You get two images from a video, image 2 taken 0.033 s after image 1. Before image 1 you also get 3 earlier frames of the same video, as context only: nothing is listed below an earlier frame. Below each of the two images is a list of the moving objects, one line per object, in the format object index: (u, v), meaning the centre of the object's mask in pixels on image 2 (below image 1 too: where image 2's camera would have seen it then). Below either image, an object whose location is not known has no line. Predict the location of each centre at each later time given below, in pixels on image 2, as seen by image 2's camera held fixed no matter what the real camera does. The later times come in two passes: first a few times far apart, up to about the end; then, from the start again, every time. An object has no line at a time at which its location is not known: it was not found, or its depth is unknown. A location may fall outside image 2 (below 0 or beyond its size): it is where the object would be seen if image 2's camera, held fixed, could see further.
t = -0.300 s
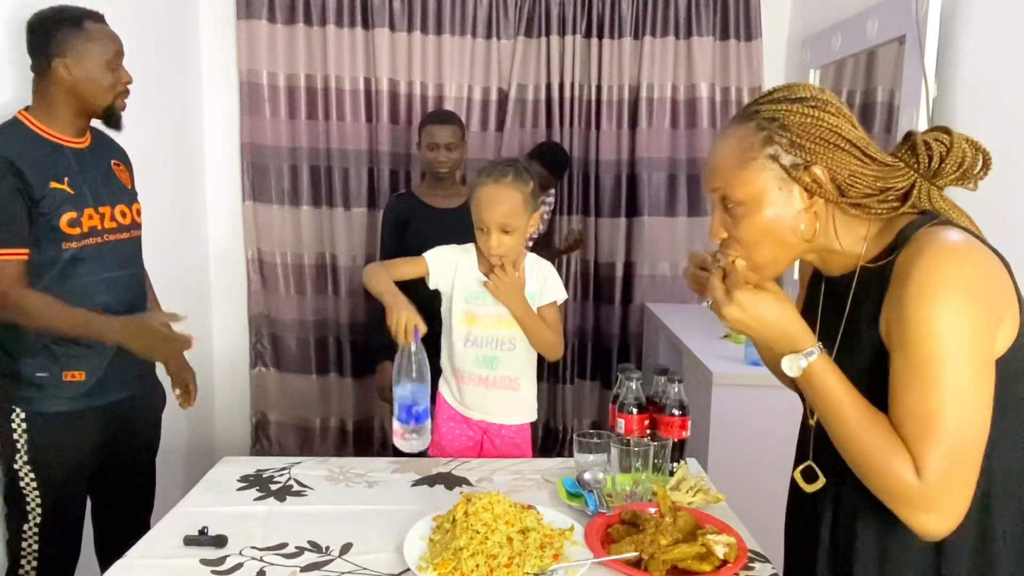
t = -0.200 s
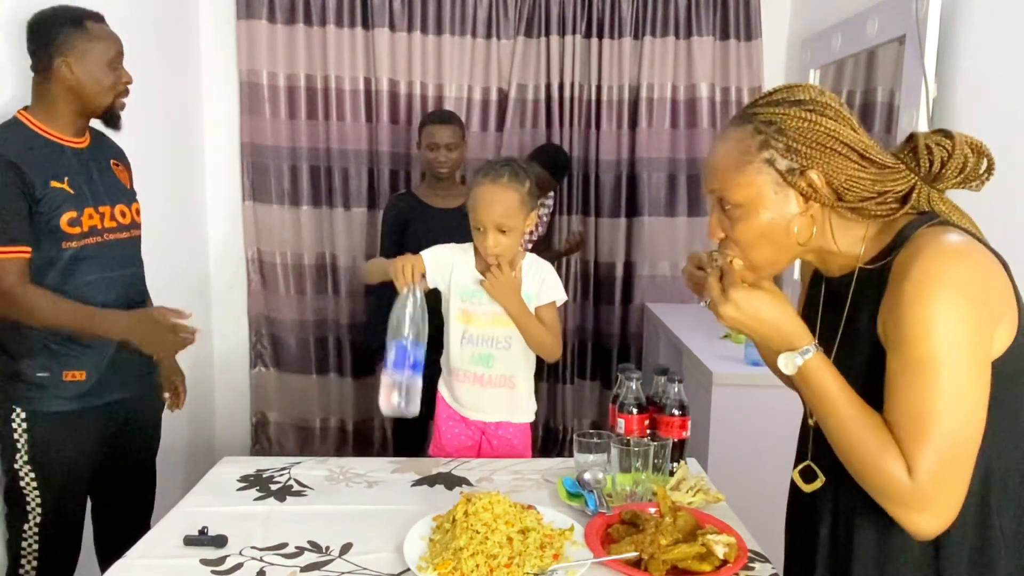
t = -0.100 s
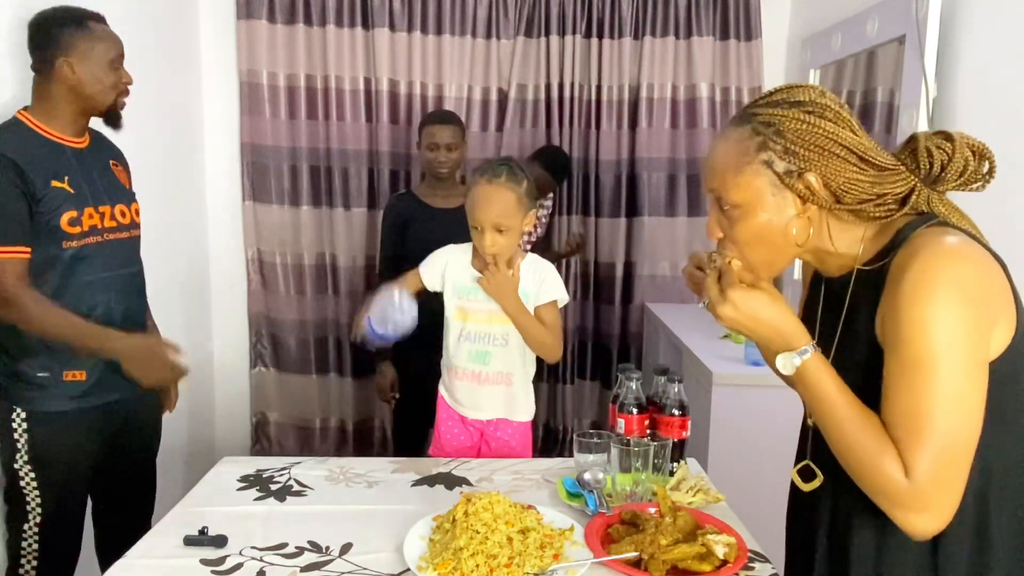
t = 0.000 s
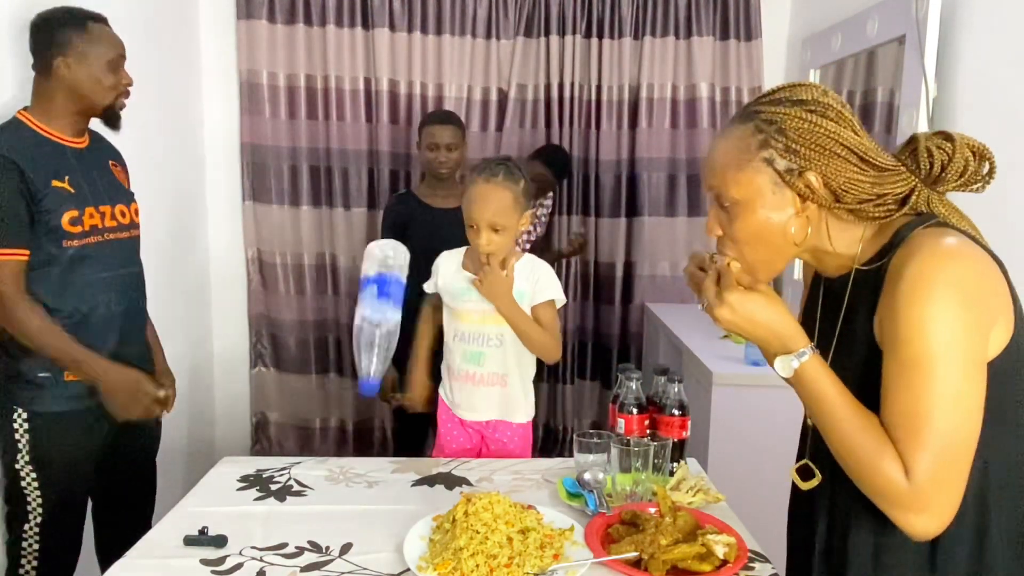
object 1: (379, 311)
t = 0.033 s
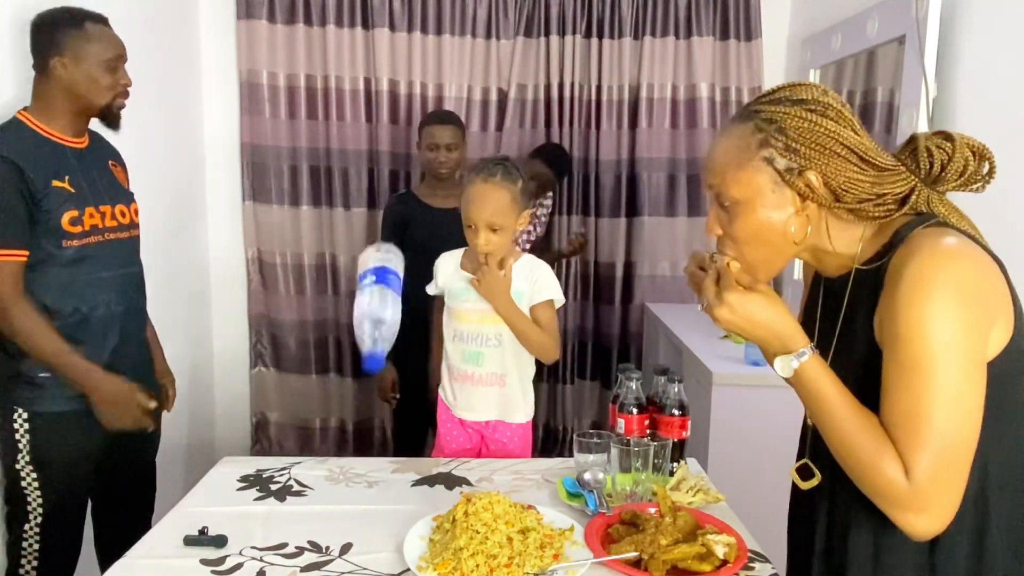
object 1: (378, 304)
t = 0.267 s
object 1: (361, 493)
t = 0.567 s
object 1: (328, 538)
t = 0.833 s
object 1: (294, 541)
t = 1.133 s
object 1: (254, 544)
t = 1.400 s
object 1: (215, 547)
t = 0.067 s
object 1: (377, 303)
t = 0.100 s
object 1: (374, 314)
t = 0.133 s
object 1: (371, 337)
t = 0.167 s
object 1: (367, 370)
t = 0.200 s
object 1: (364, 410)
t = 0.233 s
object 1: (364, 450)
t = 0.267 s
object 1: (361, 493)
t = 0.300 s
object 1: (360, 539)
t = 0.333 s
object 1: (358, 539)
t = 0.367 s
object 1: (356, 541)
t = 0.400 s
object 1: (351, 539)
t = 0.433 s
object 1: (346, 537)
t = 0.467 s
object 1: (341, 538)
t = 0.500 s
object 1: (335, 537)
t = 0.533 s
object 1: (331, 538)
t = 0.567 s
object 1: (328, 538)
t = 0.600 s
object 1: (324, 538)
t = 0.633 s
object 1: (321, 539)
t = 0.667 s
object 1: (317, 539)
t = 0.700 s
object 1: (312, 539)
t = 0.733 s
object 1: (307, 538)
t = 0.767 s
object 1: (303, 539)
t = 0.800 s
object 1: (298, 539)
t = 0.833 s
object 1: (294, 541)
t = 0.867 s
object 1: (291, 542)
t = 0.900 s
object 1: (288, 543)
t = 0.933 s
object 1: (282, 542)
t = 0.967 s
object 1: (277, 543)
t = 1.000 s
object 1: (273, 543)
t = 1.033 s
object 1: (269, 543)
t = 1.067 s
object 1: (265, 543)
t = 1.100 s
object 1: (260, 544)
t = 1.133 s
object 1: (254, 544)
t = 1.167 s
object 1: (249, 544)
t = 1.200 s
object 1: (244, 545)
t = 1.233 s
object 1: (240, 545)
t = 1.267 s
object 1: (236, 545)
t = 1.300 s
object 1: (231, 546)
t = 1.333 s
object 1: (226, 547)
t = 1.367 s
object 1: (220, 547)
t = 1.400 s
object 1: (215, 547)
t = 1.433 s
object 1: (211, 547)
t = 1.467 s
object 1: (207, 547)
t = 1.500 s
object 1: (203, 547)
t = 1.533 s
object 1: (198, 548)
